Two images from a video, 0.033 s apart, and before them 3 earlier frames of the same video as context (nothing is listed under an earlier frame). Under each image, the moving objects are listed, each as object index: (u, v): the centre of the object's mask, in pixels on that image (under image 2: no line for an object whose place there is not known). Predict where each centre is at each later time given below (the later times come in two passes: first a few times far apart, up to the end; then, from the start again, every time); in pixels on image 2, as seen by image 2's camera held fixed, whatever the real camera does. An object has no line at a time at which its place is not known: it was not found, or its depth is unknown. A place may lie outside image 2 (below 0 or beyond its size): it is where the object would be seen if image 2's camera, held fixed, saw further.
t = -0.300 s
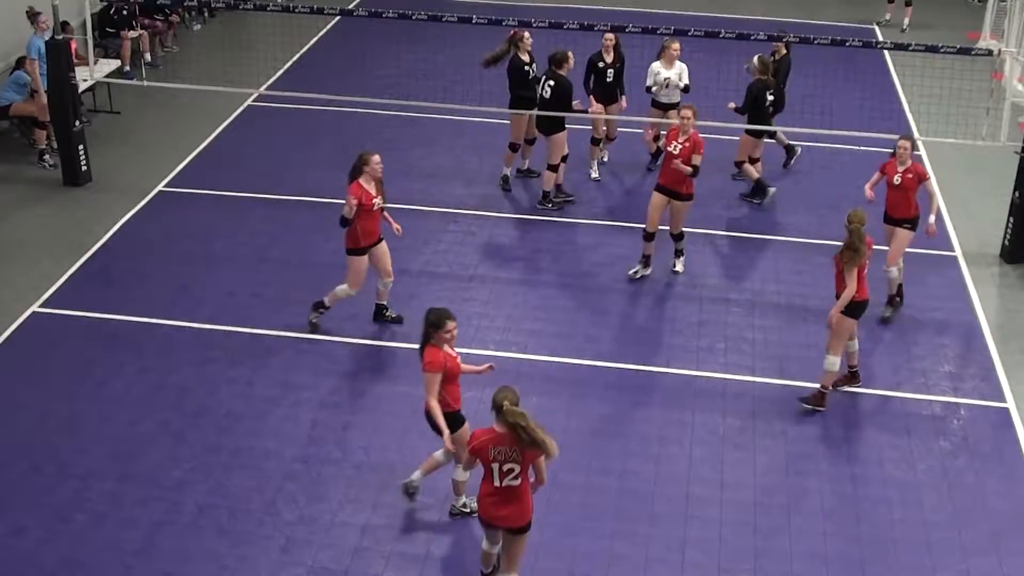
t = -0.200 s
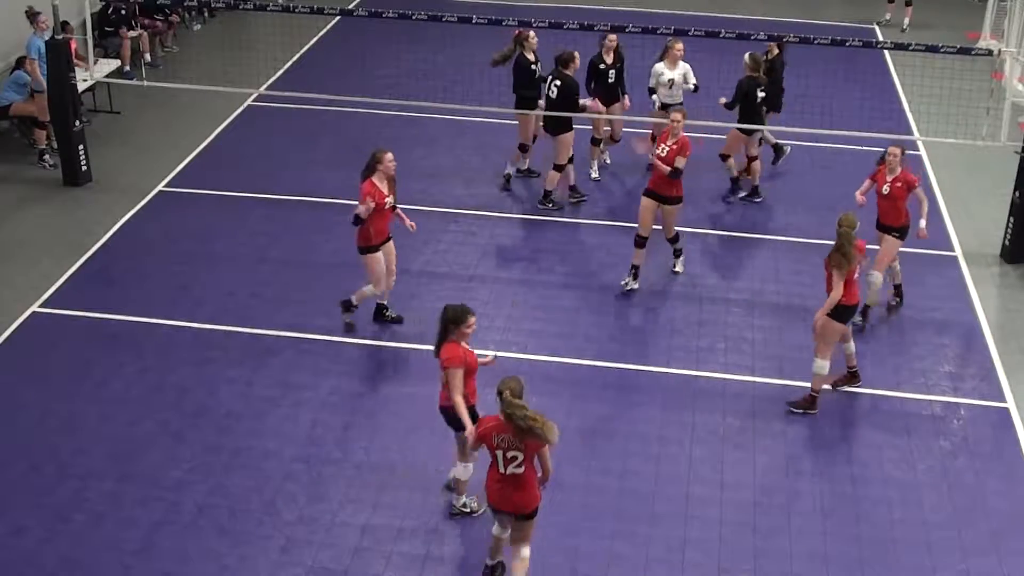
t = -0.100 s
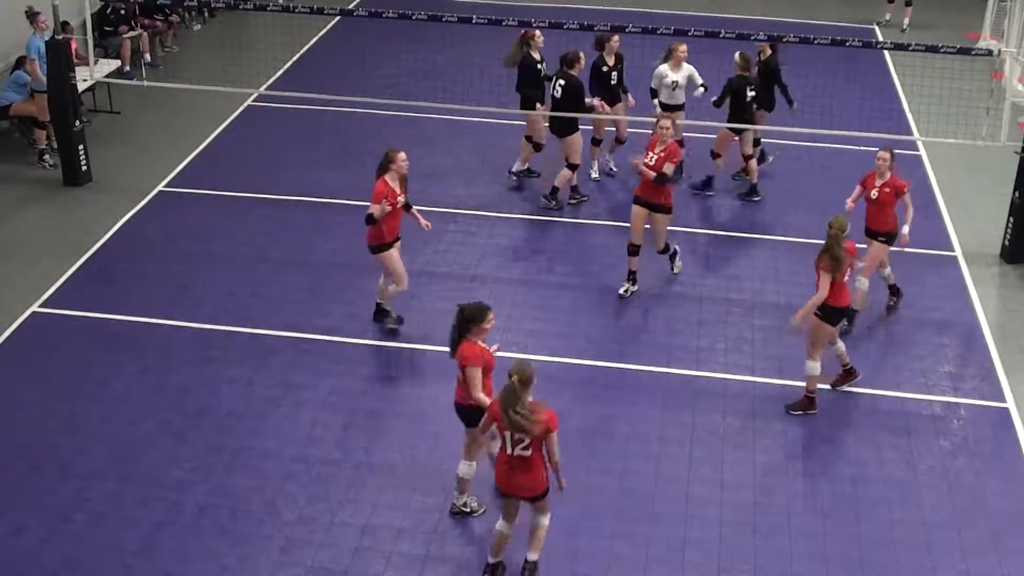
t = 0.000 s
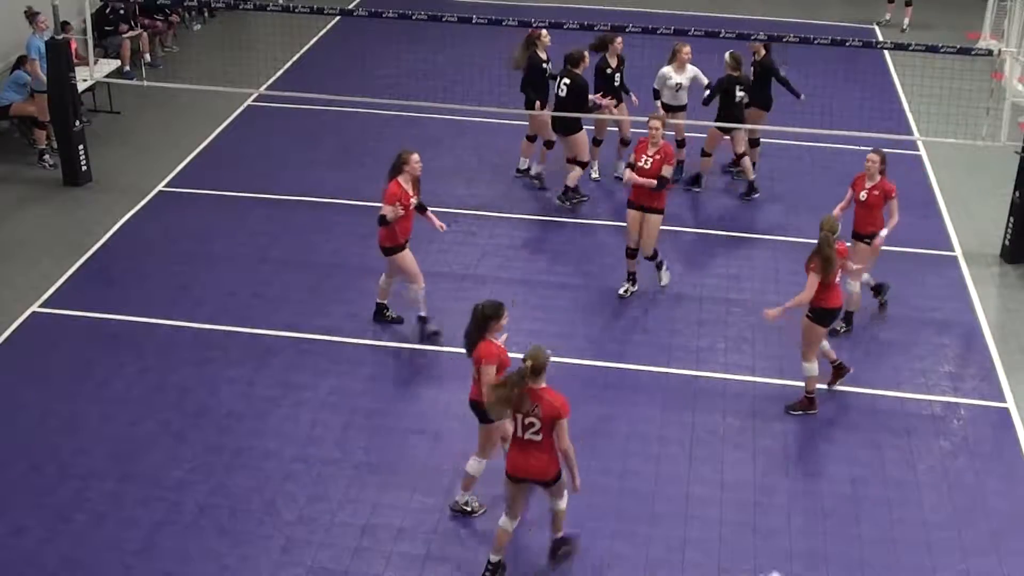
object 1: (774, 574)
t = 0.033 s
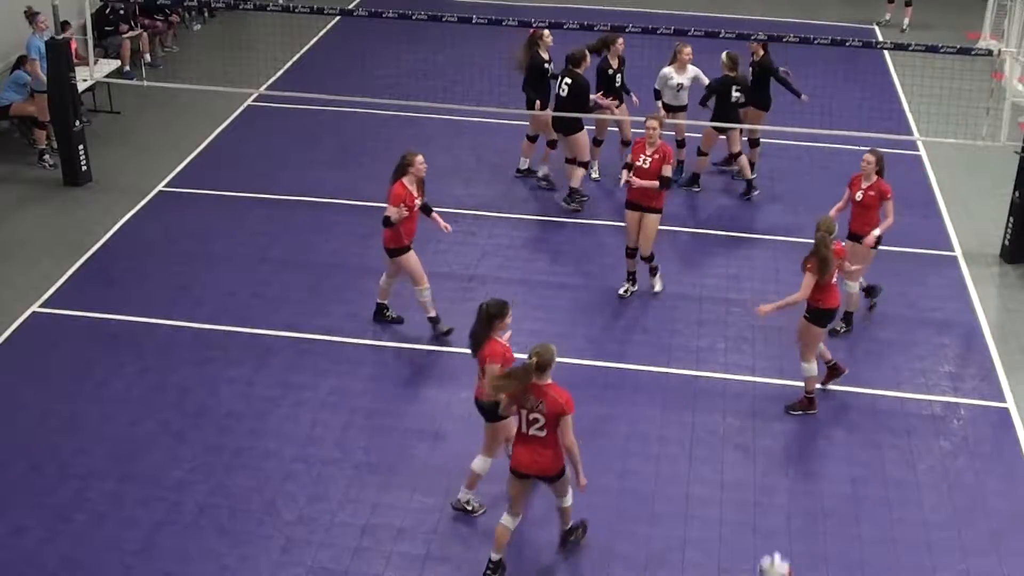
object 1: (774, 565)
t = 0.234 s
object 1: (781, 484)
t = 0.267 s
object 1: (781, 475)
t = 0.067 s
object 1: (776, 553)
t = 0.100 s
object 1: (777, 535)
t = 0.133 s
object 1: (778, 521)
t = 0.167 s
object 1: (779, 507)
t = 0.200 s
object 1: (780, 495)
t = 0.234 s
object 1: (781, 484)
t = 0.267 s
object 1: (781, 475)
